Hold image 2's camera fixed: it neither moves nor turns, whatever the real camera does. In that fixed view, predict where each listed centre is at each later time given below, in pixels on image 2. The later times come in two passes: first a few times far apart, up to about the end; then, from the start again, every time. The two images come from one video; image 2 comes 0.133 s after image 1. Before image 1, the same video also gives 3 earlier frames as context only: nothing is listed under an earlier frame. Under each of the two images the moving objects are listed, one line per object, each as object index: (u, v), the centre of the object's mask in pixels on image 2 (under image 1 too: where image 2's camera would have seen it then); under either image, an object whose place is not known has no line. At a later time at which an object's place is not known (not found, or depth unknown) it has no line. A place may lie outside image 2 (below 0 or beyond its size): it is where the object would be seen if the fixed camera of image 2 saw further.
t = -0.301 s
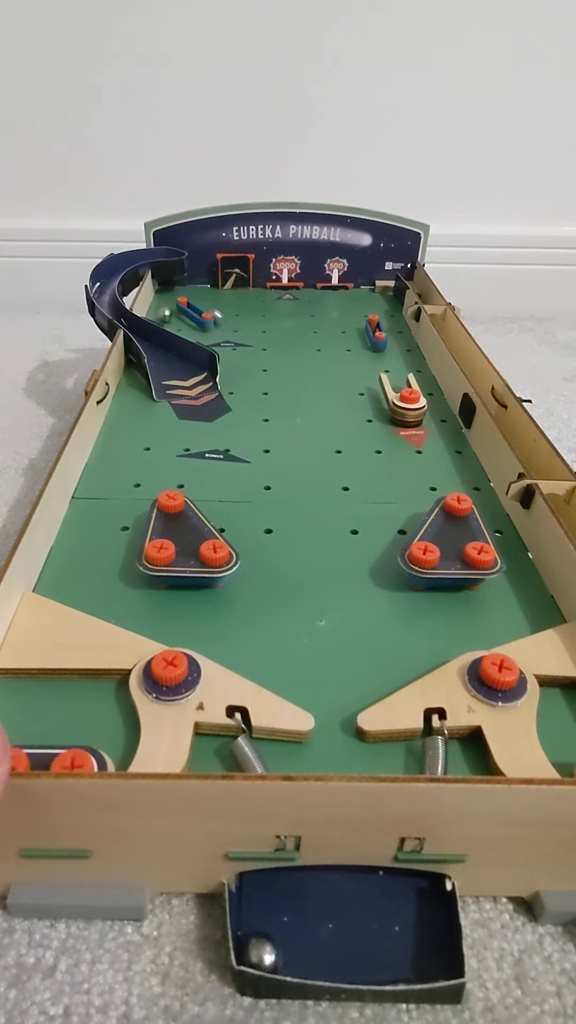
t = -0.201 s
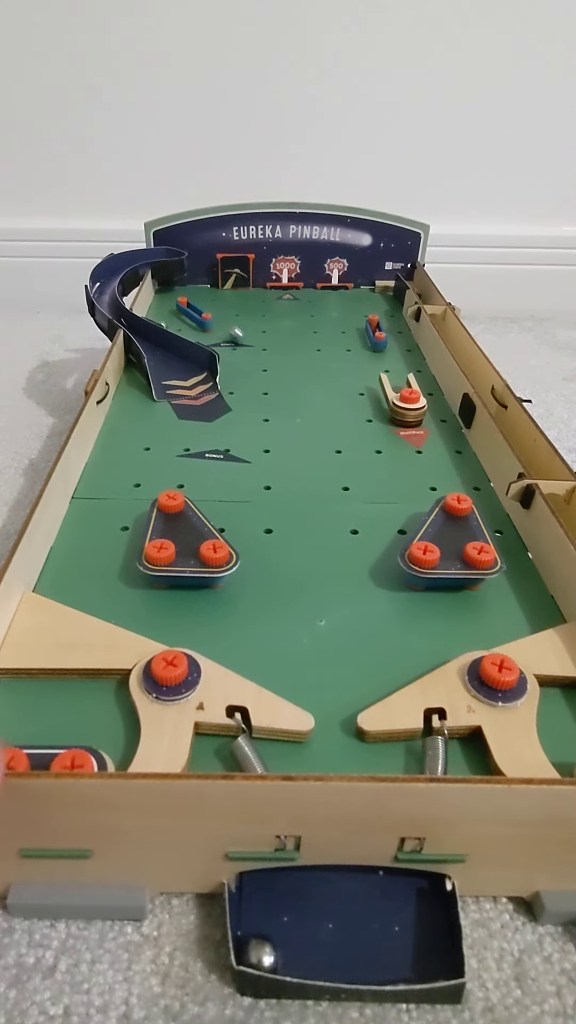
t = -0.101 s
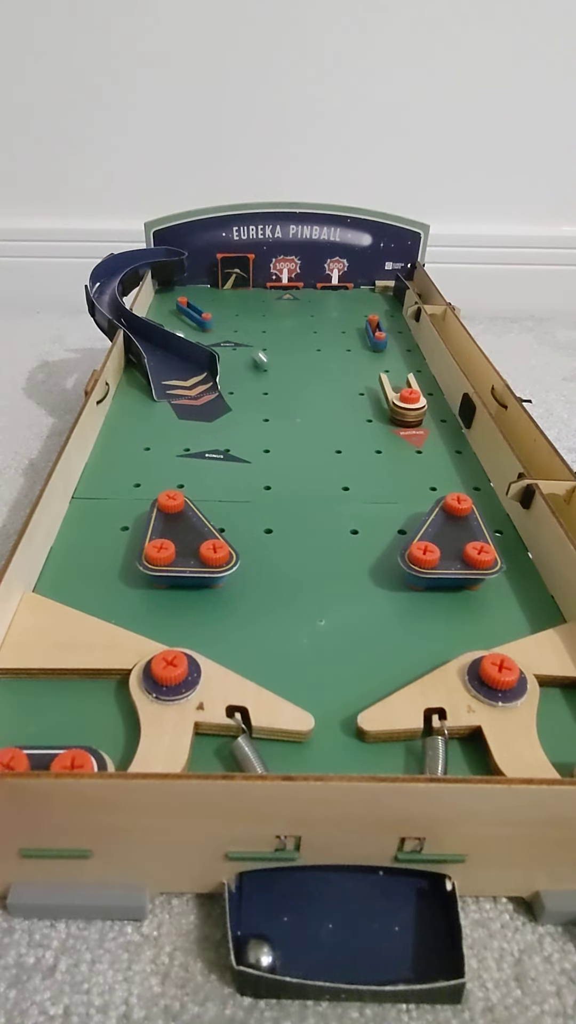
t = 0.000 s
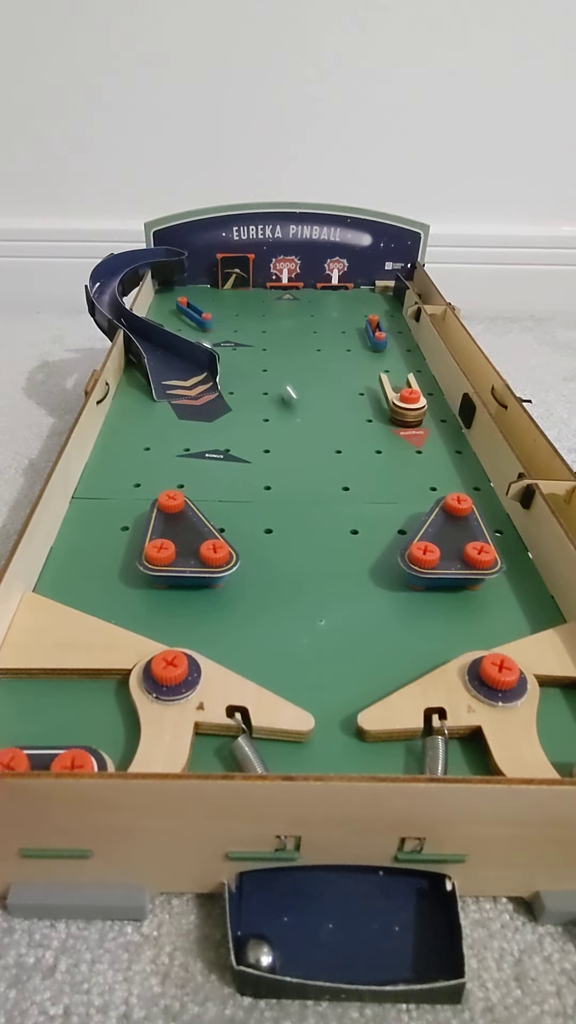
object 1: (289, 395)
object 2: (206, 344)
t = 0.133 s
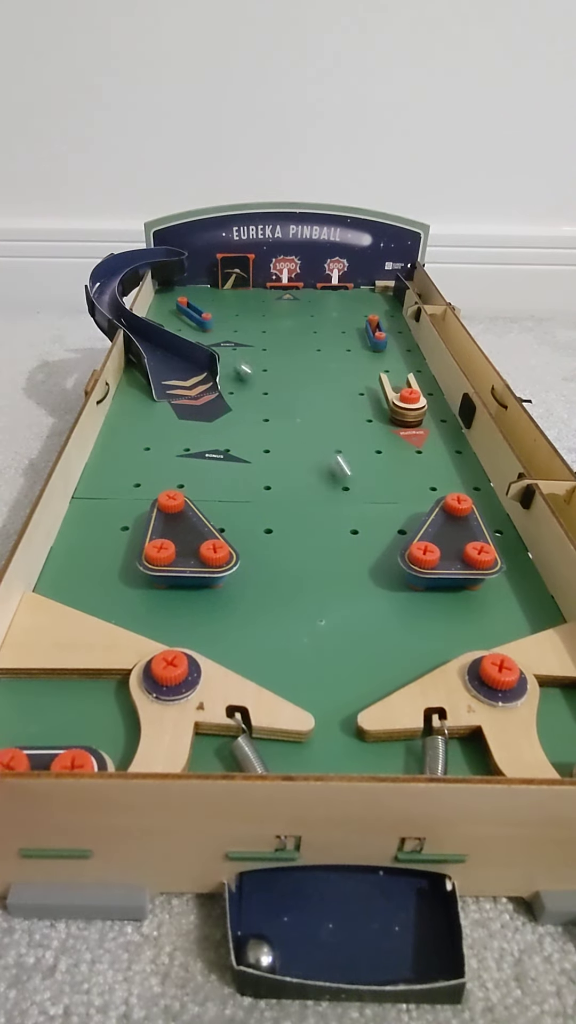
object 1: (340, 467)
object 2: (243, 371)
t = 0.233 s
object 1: (392, 552)
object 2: (278, 399)
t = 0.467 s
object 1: (242, 540)
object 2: (395, 522)
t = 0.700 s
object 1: (306, 518)
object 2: (234, 530)
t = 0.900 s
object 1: (364, 546)
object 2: (301, 485)
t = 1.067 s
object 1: (370, 598)
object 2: (354, 480)
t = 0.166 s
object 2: (254, 380)
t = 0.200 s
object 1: (378, 522)
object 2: (266, 389)
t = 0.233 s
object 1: (392, 552)
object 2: (278, 399)
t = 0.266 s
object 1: (366, 552)
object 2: (291, 411)
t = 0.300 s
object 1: (335, 547)
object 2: (304, 424)
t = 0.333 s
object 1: (309, 546)
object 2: (319, 439)
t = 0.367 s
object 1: (281, 547)
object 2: (335, 456)
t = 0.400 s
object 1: (255, 550)
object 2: (352, 475)
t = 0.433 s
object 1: (239, 547)
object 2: (373, 497)
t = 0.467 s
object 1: (242, 540)
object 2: (395, 522)
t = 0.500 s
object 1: (251, 536)
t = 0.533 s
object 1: (259, 530)
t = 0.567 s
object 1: (269, 525)
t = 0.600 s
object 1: (278, 520)
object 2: (291, 541)
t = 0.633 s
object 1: (288, 519)
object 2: (256, 544)
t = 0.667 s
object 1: (297, 518)
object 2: (232, 540)
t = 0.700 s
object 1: (306, 518)
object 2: (234, 530)
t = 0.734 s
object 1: (316, 520)
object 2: (248, 519)
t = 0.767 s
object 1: (325, 522)
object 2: (258, 510)
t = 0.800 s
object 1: (334, 526)
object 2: (268, 502)
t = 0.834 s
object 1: (345, 531)
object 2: (280, 495)
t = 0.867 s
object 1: (355, 538)
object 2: (291, 489)
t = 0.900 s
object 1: (364, 546)
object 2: (301, 485)
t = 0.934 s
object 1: (377, 556)
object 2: (312, 482)
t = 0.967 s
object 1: (389, 569)
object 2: (322, 479)
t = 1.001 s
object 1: (386, 576)
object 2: (333, 479)
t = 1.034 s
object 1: (378, 585)
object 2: (343, 479)
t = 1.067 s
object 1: (370, 598)
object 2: (354, 480)
